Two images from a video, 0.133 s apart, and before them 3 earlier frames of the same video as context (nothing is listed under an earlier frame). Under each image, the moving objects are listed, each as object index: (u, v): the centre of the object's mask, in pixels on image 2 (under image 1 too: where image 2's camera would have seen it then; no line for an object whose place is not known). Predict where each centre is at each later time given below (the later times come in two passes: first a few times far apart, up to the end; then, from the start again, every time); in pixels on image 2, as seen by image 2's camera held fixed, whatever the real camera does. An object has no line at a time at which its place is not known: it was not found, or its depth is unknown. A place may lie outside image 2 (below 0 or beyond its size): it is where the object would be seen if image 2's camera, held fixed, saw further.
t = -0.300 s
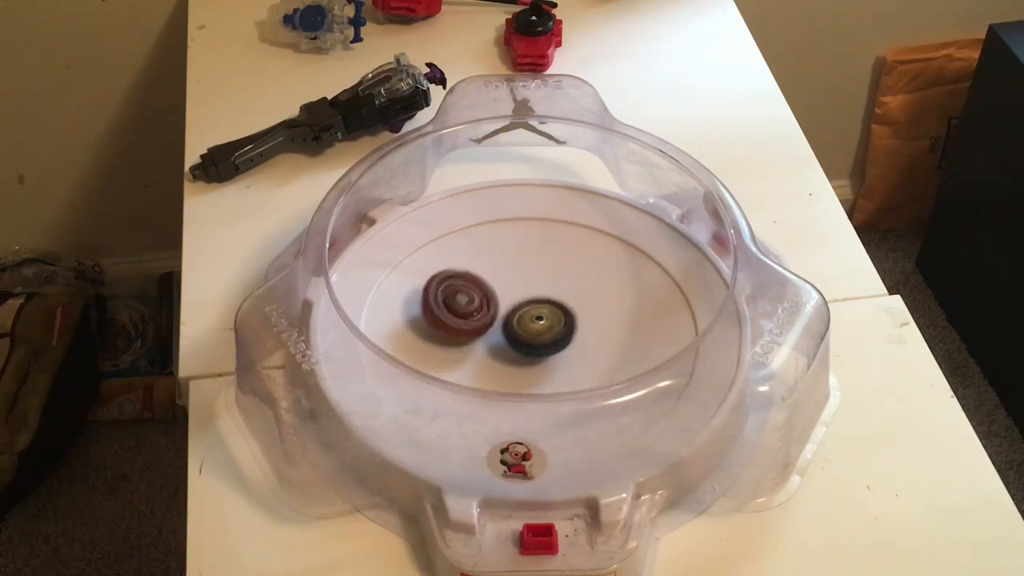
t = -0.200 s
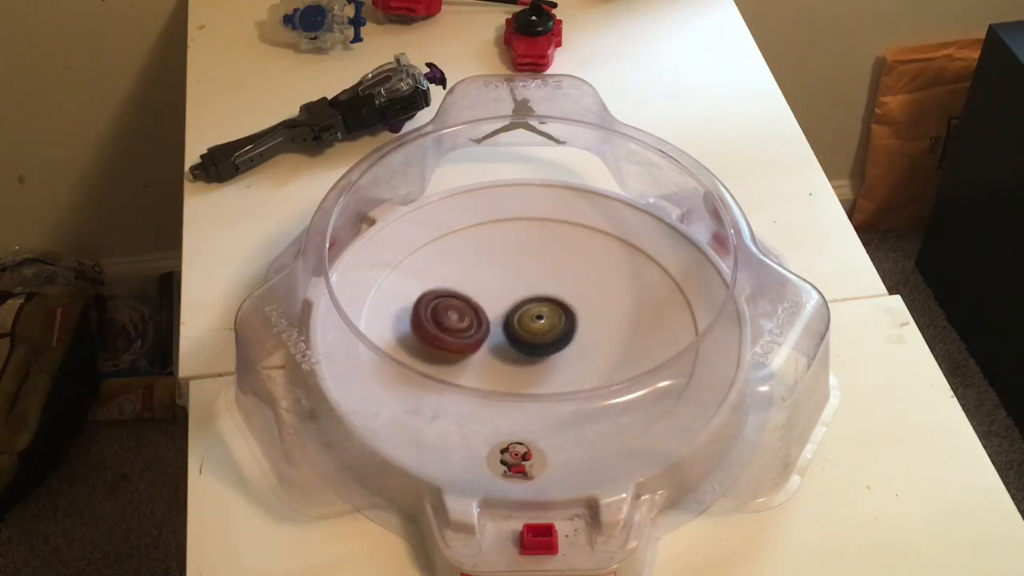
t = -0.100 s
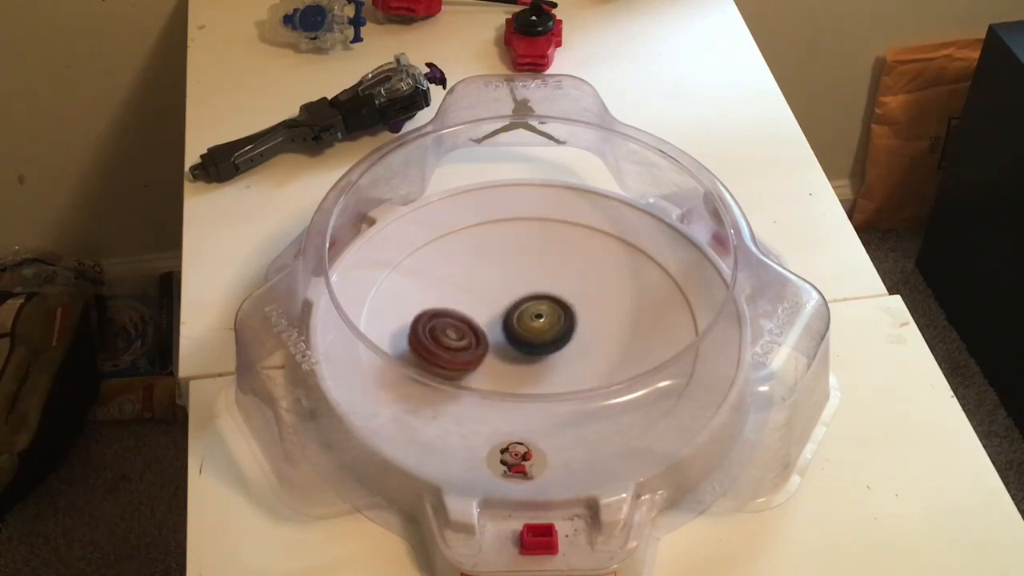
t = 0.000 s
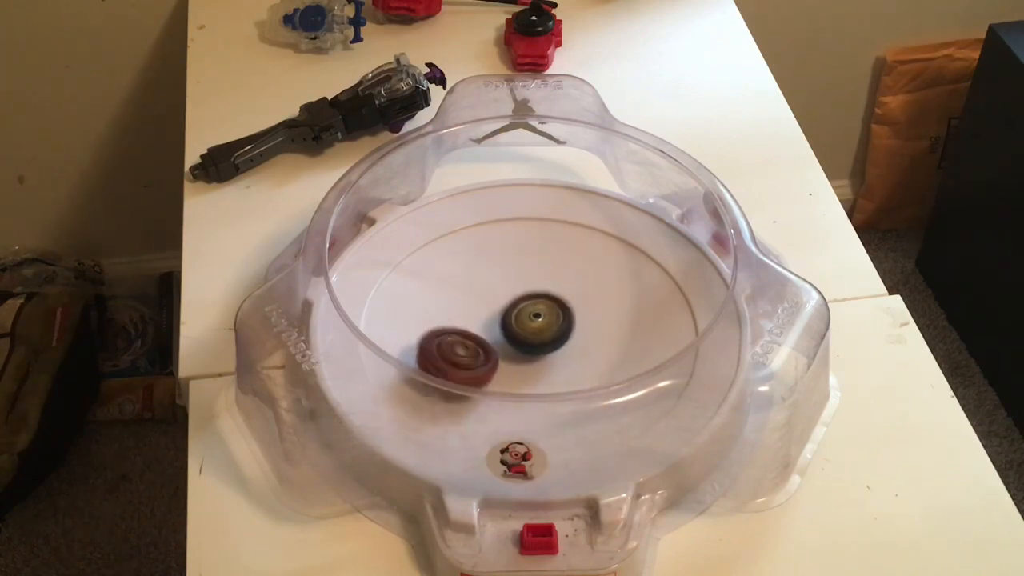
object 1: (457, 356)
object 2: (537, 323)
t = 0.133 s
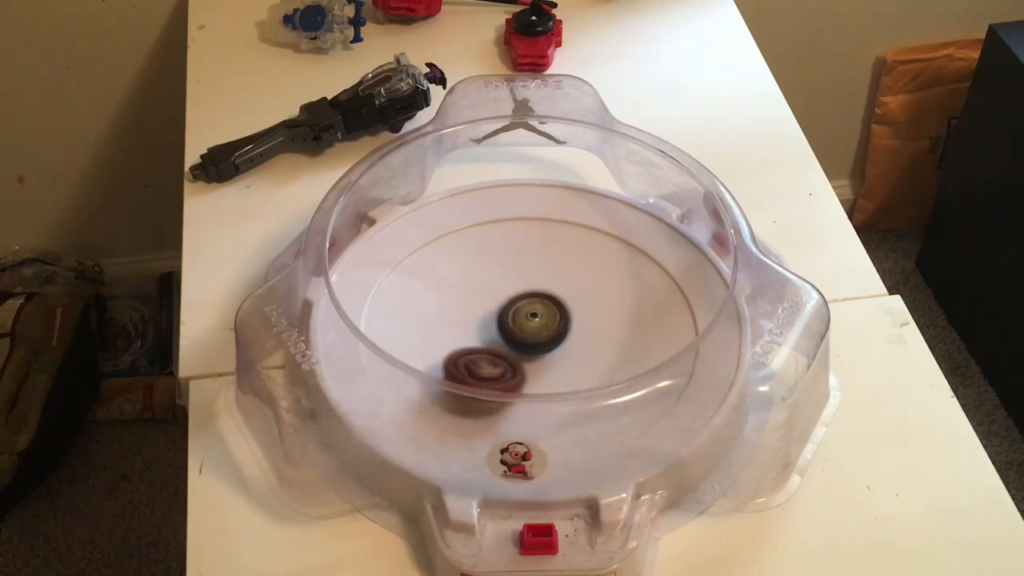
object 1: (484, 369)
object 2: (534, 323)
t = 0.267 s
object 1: (520, 375)
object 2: (530, 323)
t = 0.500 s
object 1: (580, 365)
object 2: (525, 325)
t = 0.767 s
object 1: (606, 322)
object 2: (525, 329)
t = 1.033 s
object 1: (573, 278)
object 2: (530, 331)
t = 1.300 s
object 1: (509, 271)
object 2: (534, 330)
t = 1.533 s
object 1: (467, 301)
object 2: (538, 328)
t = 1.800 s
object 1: (460, 347)
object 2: (541, 327)
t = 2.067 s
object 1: (514, 371)
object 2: (543, 320)
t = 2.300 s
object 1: (565, 370)
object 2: (534, 299)
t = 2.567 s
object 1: (574, 341)
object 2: (508, 294)
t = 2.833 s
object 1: (564, 312)
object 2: (464, 302)
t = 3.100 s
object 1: (540, 302)
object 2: (473, 337)
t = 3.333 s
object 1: (518, 306)
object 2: (522, 373)
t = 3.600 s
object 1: (512, 319)
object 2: (582, 371)
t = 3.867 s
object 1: (509, 326)
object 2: (593, 325)
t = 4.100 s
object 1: (512, 320)
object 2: (566, 279)
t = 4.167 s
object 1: (510, 328)
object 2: (560, 265)
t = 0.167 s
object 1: (492, 372)
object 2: (532, 323)
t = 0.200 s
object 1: (502, 373)
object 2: (532, 323)
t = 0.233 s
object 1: (511, 375)
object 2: (531, 323)
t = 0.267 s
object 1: (520, 375)
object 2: (530, 323)
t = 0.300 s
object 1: (530, 376)
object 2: (529, 324)
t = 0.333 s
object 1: (539, 376)
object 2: (529, 324)
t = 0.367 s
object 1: (549, 375)
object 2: (528, 324)
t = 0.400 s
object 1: (557, 373)
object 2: (527, 324)
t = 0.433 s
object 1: (566, 371)
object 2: (526, 325)
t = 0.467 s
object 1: (573, 368)
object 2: (526, 325)
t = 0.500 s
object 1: (580, 365)
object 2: (525, 325)
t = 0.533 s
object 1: (587, 361)
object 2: (525, 326)
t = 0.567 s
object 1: (593, 357)
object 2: (524, 326)
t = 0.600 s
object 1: (597, 353)
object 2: (524, 327)
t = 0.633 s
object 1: (601, 347)
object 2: (524, 327)
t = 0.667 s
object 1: (603, 341)
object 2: (524, 328)
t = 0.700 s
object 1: (605, 334)
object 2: (524, 329)
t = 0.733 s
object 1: (606, 329)
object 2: (524, 329)
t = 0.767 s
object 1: (606, 322)
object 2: (525, 329)
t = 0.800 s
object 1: (605, 315)
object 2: (526, 330)
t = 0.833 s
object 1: (603, 309)
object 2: (526, 330)
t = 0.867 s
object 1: (600, 303)
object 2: (527, 330)
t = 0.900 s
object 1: (595, 298)
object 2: (527, 331)
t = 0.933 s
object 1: (590, 292)
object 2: (528, 331)
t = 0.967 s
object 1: (585, 287)
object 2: (528, 331)
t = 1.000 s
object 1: (579, 283)
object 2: (529, 331)
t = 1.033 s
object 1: (573, 278)
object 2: (530, 331)
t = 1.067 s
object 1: (565, 275)
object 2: (530, 332)
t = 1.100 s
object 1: (558, 272)
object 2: (531, 331)
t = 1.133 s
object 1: (550, 269)
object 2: (531, 331)
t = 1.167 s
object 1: (542, 269)
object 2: (531, 331)
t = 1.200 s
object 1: (534, 269)
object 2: (532, 331)
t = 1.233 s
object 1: (525, 269)
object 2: (533, 330)
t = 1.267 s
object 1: (517, 270)
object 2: (534, 331)
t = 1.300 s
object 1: (509, 271)
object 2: (534, 330)
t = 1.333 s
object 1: (501, 274)
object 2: (536, 330)
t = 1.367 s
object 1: (493, 277)
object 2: (537, 330)
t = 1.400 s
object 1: (487, 281)
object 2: (537, 330)
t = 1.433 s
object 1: (481, 285)
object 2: (537, 329)
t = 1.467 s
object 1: (475, 290)
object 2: (538, 329)
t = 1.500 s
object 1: (471, 295)
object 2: (538, 329)
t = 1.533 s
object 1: (467, 301)
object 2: (538, 328)
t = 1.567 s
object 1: (461, 307)
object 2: (541, 329)
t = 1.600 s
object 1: (459, 312)
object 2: (543, 328)
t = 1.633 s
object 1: (457, 316)
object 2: (543, 328)
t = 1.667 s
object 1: (455, 322)
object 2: (543, 328)
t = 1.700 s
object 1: (455, 328)
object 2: (542, 328)
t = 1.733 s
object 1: (456, 333)
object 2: (542, 327)
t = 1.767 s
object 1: (458, 337)
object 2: (541, 327)
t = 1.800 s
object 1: (460, 347)
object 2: (541, 327)
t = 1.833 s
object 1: (466, 351)
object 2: (540, 327)
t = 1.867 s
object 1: (471, 355)
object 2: (539, 327)
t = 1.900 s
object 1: (476, 357)
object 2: (540, 326)
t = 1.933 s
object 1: (485, 362)
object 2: (542, 323)
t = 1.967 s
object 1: (491, 366)
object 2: (543, 321)
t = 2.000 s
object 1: (498, 367)
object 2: (544, 320)
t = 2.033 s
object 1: (505, 369)
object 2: (543, 320)
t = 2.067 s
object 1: (514, 371)
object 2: (543, 320)
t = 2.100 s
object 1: (522, 372)
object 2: (542, 320)
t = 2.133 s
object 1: (531, 373)
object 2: (540, 314)
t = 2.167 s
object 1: (540, 376)
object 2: (539, 306)
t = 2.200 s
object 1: (546, 375)
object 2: (537, 302)
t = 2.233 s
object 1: (551, 374)
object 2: (535, 299)
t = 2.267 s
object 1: (558, 372)
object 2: (534, 298)
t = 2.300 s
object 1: (565, 370)
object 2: (534, 299)
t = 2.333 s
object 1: (569, 367)
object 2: (534, 300)
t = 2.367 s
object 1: (572, 365)
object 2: (534, 300)
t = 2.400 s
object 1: (574, 361)
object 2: (534, 301)
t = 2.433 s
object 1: (576, 357)
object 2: (534, 301)
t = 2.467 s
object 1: (575, 353)
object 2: (533, 302)
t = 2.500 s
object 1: (576, 349)
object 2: (526, 299)
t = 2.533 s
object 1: (576, 346)
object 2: (515, 296)
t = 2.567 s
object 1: (574, 341)
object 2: (508, 294)
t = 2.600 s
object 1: (571, 337)
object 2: (503, 294)
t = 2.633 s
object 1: (568, 333)
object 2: (501, 295)
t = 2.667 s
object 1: (563, 329)
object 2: (499, 296)
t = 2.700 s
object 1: (566, 325)
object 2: (487, 295)
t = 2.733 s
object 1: (568, 323)
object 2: (478, 295)
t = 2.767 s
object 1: (570, 316)
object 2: (472, 296)
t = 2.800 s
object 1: (567, 313)
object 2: (468, 298)
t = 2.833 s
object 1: (564, 312)
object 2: (464, 302)
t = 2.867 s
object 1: (562, 307)
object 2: (462, 305)
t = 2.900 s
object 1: (557, 306)
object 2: (462, 309)
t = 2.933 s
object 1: (554, 304)
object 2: (461, 313)
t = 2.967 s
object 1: (551, 304)
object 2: (462, 318)
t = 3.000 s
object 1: (548, 303)
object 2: (463, 323)
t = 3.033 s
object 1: (545, 302)
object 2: (465, 327)
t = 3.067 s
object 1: (543, 303)
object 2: (469, 333)
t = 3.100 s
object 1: (540, 302)
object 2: (473, 337)
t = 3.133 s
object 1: (537, 301)
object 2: (478, 342)
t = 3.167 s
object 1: (534, 302)
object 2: (483, 346)
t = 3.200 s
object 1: (531, 302)
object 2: (490, 351)
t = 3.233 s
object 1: (527, 302)
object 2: (497, 358)
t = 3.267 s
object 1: (523, 303)
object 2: (505, 366)
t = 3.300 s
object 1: (521, 305)
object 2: (513, 370)
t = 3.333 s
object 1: (518, 306)
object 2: (522, 373)
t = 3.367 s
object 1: (516, 308)
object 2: (530, 375)
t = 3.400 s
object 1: (515, 311)
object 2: (540, 377)
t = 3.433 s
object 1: (512, 312)
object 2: (548, 378)
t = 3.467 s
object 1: (512, 314)
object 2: (556, 378)
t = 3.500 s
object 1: (511, 315)
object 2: (565, 382)
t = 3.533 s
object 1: (511, 317)
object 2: (570, 376)
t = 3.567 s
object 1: (510, 319)
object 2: (577, 374)
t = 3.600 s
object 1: (512, 319)
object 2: (582, 371)
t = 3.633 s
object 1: (512, 319)
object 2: (586, 368)
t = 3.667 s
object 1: (511, 320)
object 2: (589, 364)
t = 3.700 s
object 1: (512, 321)
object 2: (592, 360)
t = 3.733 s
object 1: (511, 324)
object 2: (594, 354)
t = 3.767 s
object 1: (510, 326)
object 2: (595, 347)
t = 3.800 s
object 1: (509, 326)
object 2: (595, 340)
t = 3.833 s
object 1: (510, 325)
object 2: (594, 332)
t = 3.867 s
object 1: (509, 326)
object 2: (593, 325)
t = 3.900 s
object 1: (511, 324)
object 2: (591, 317)
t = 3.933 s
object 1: (513, 322)
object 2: (588, 310)
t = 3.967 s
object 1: (512, 320)
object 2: (584, 303)
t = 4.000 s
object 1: (512, 319)
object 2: (578, 297)
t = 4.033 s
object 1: (512, 318)
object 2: (573, 290)
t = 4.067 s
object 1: (511, 319)
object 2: (570, 284)
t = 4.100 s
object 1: (512, 320)
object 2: (566, 279)
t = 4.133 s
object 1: (510, 325)
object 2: (563, 271)
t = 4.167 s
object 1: (510, 328)
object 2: (560, 265)
